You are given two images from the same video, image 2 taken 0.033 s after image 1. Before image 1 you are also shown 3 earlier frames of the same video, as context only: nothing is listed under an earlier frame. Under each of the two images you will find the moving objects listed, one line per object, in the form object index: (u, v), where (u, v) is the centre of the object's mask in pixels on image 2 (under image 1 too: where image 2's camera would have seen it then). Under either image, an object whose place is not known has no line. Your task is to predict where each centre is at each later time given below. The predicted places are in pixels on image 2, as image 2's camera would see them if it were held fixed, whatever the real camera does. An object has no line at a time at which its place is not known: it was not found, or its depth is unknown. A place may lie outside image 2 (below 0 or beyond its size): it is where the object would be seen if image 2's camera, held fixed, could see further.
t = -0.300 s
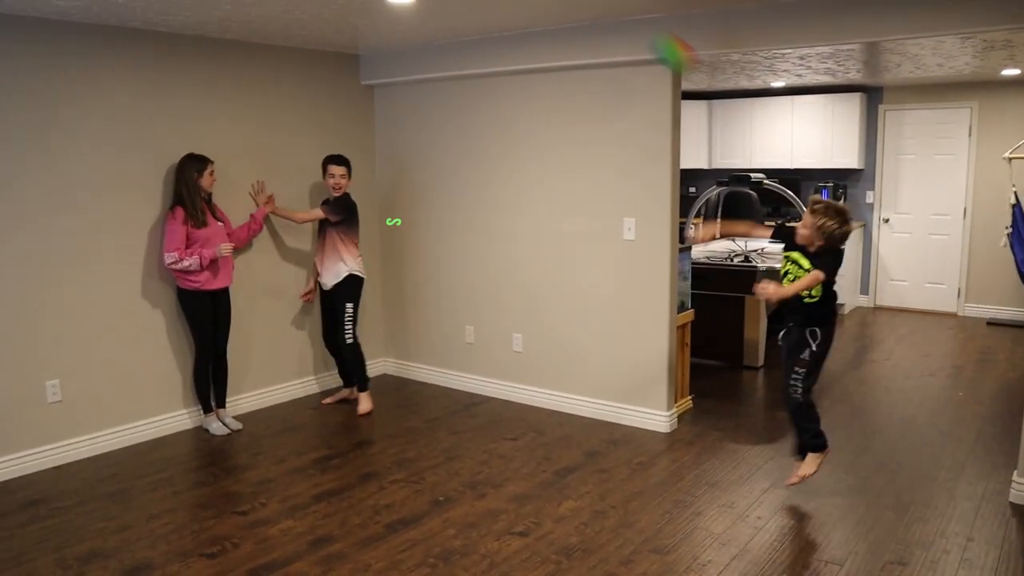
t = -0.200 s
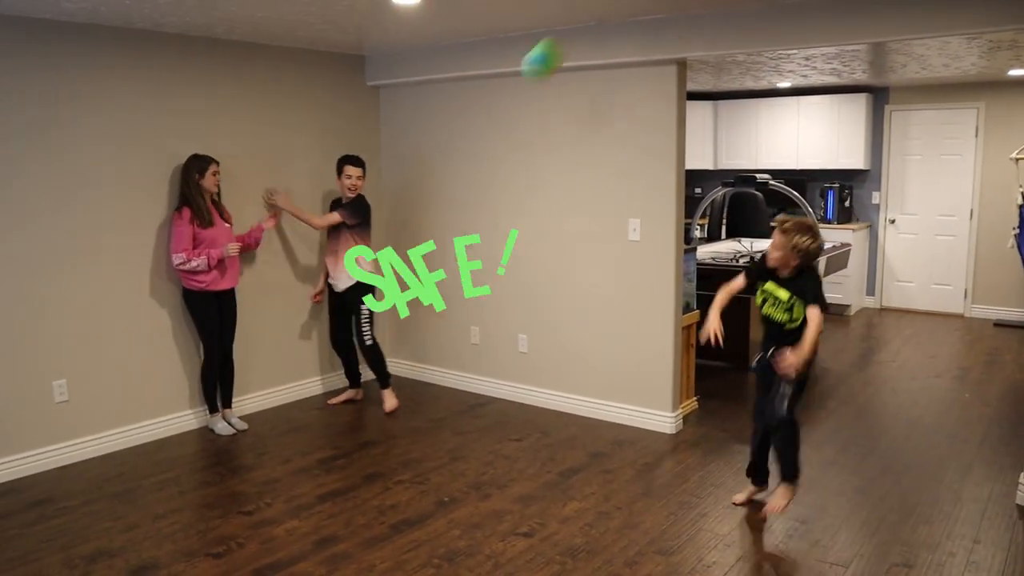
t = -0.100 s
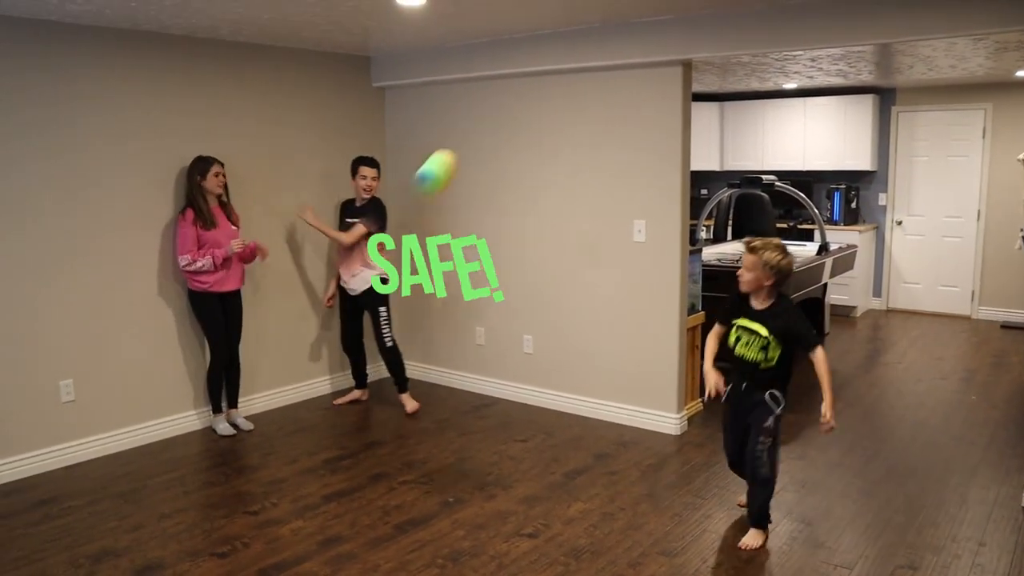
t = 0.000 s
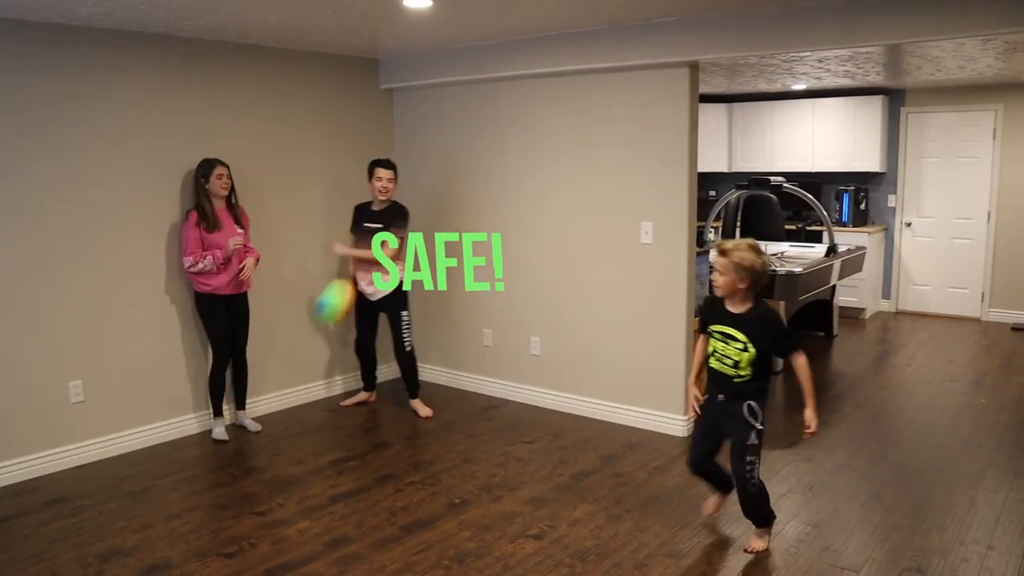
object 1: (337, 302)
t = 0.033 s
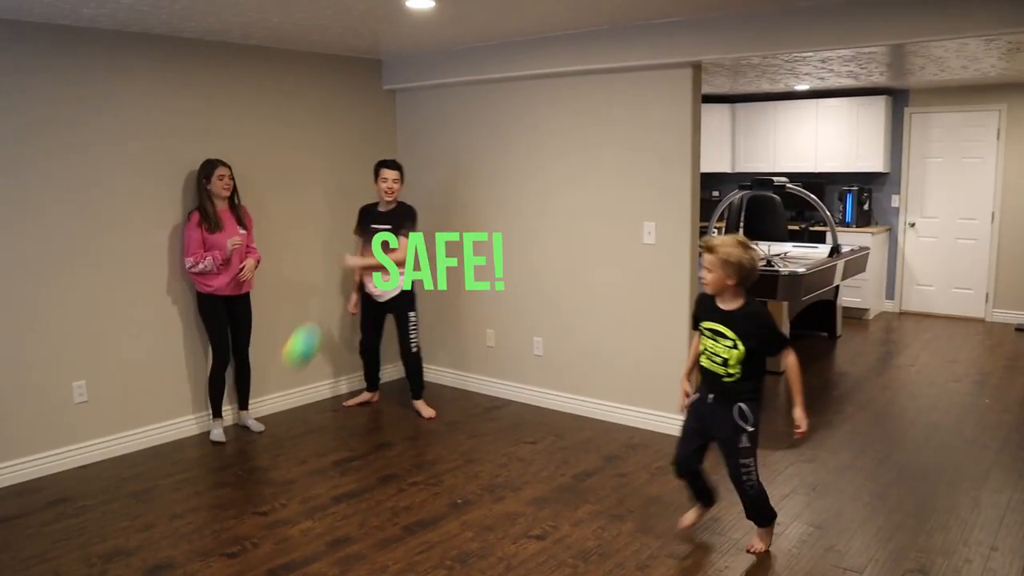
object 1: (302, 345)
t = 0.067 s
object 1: (269, 390)
